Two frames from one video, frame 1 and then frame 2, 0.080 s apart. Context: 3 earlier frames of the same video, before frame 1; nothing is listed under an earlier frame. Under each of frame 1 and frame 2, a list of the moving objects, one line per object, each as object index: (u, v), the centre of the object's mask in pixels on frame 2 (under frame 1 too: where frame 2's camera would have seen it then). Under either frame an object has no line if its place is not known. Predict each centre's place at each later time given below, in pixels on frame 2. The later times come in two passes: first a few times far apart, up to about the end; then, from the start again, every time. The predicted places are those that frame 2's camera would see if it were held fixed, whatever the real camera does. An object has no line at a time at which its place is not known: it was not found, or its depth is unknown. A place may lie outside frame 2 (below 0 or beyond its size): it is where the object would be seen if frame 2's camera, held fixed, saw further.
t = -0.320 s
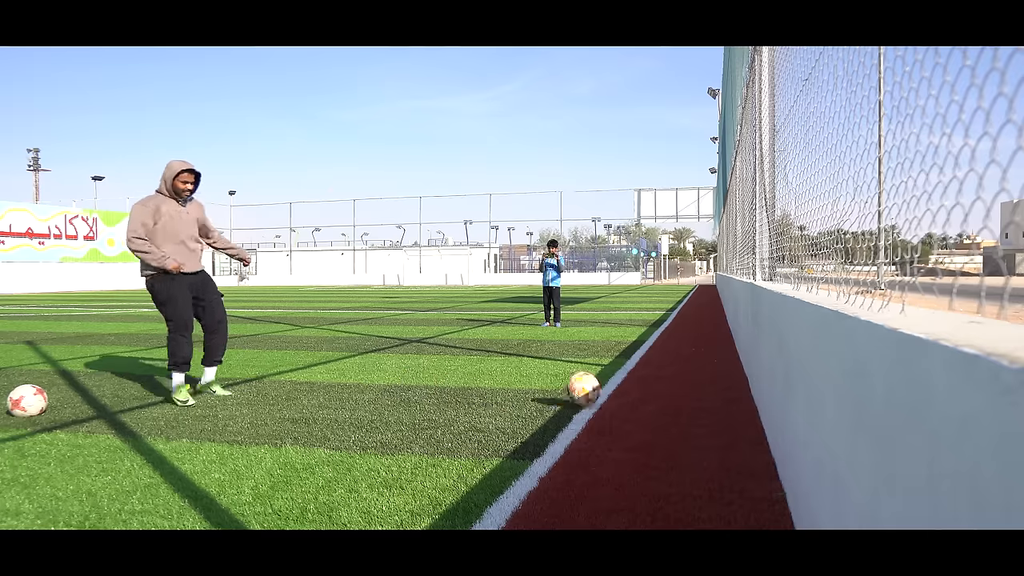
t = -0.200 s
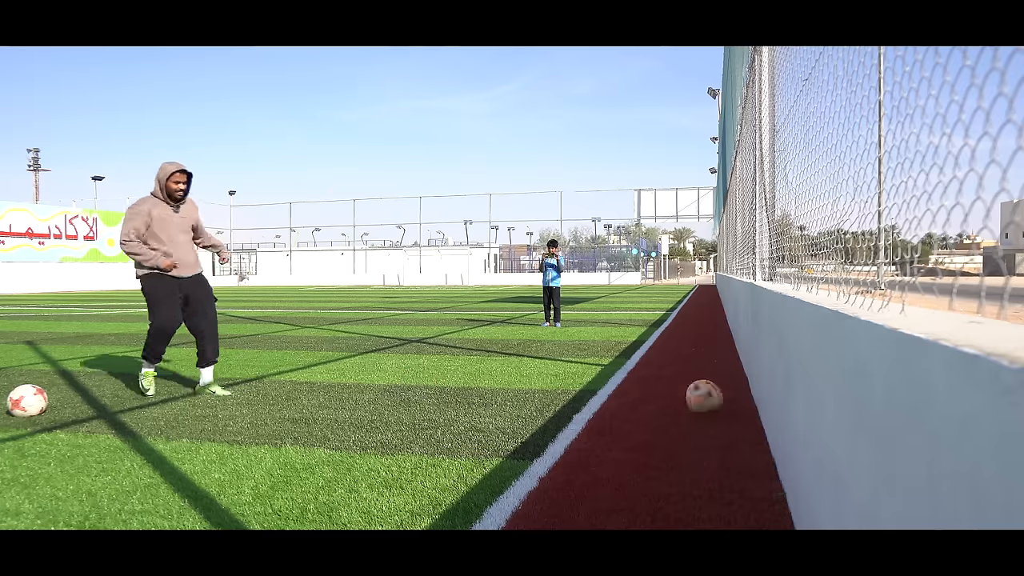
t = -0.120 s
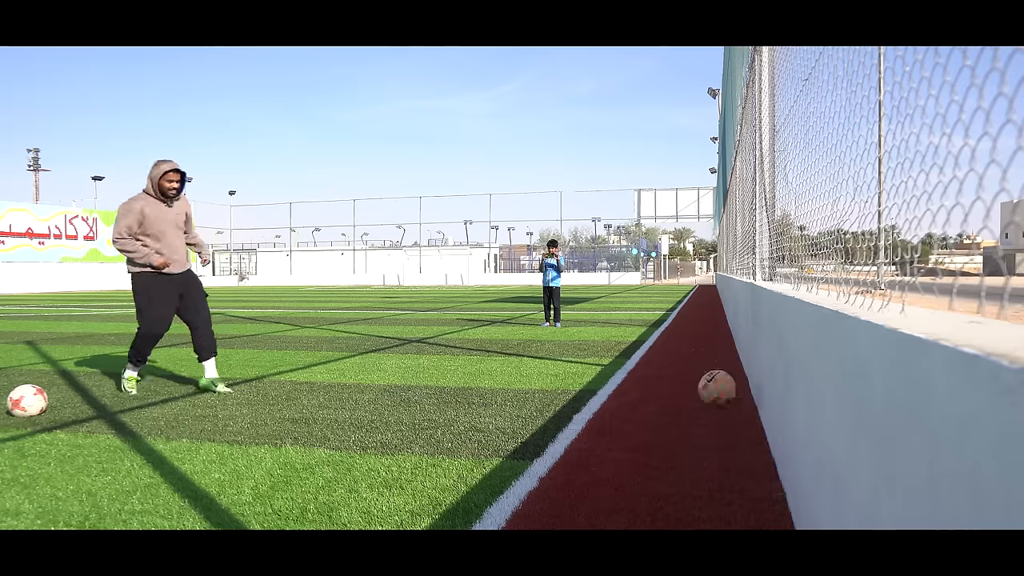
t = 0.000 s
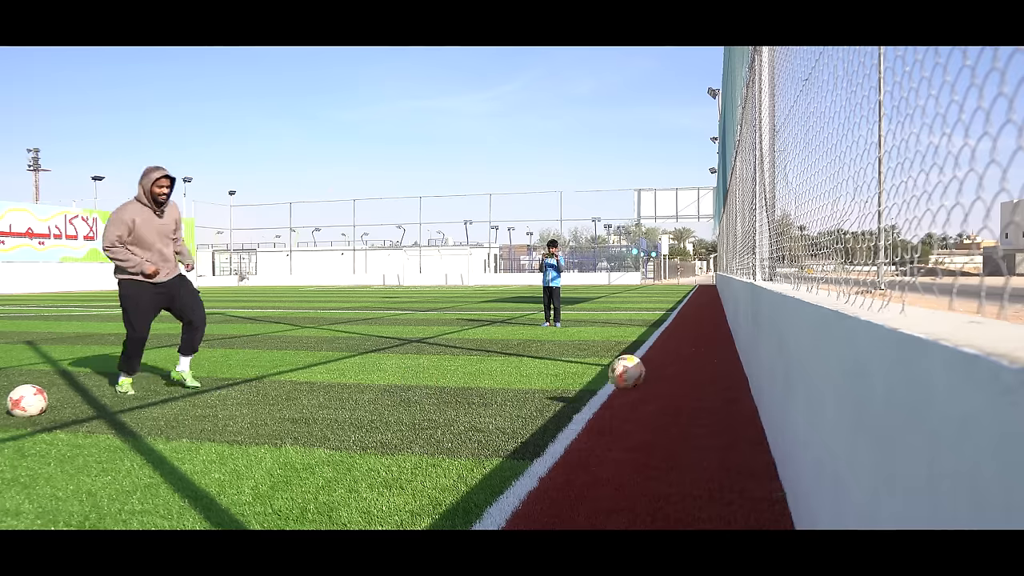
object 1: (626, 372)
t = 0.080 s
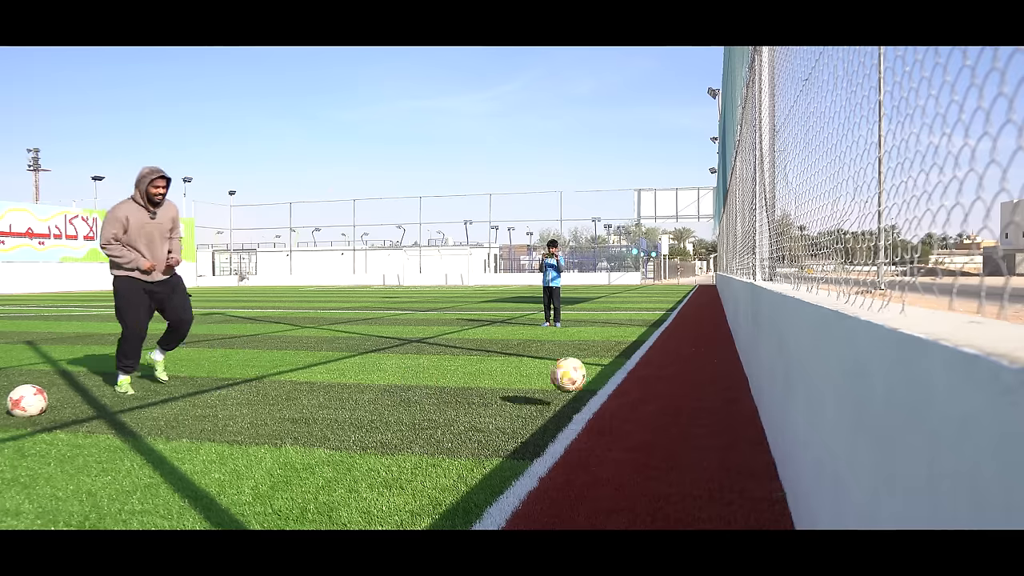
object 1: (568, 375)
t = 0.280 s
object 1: (451, 387)
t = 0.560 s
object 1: (363, 385)
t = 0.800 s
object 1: (319, 387)
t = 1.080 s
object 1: (270, 387)
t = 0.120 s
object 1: (537, 386)
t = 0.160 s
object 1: (511, 392)
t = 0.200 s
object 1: (482, 399)
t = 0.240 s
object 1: (467, 394)
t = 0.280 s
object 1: (451, 387)
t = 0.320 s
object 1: (436, 384)
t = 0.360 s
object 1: (422, 383)
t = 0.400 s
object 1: (407, 382)
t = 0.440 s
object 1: (393, 388)
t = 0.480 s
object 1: (379, 389)
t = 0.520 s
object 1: (371, 387)
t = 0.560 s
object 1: (363, 385)
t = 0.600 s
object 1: (355, 384)
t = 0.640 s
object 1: (348, 386)
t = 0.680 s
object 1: (341, 389)
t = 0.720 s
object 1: (334, 388)
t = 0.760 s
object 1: (327, 387)
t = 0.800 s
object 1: (319, 387)
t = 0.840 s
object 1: (311, 388)
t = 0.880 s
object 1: (304, 387)
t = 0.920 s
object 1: (297, 388)
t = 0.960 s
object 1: (290, 388)
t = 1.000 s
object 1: (283, 388)
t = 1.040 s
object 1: (276, 387)
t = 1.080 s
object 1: (270, 387)
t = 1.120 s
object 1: (264, 387)
